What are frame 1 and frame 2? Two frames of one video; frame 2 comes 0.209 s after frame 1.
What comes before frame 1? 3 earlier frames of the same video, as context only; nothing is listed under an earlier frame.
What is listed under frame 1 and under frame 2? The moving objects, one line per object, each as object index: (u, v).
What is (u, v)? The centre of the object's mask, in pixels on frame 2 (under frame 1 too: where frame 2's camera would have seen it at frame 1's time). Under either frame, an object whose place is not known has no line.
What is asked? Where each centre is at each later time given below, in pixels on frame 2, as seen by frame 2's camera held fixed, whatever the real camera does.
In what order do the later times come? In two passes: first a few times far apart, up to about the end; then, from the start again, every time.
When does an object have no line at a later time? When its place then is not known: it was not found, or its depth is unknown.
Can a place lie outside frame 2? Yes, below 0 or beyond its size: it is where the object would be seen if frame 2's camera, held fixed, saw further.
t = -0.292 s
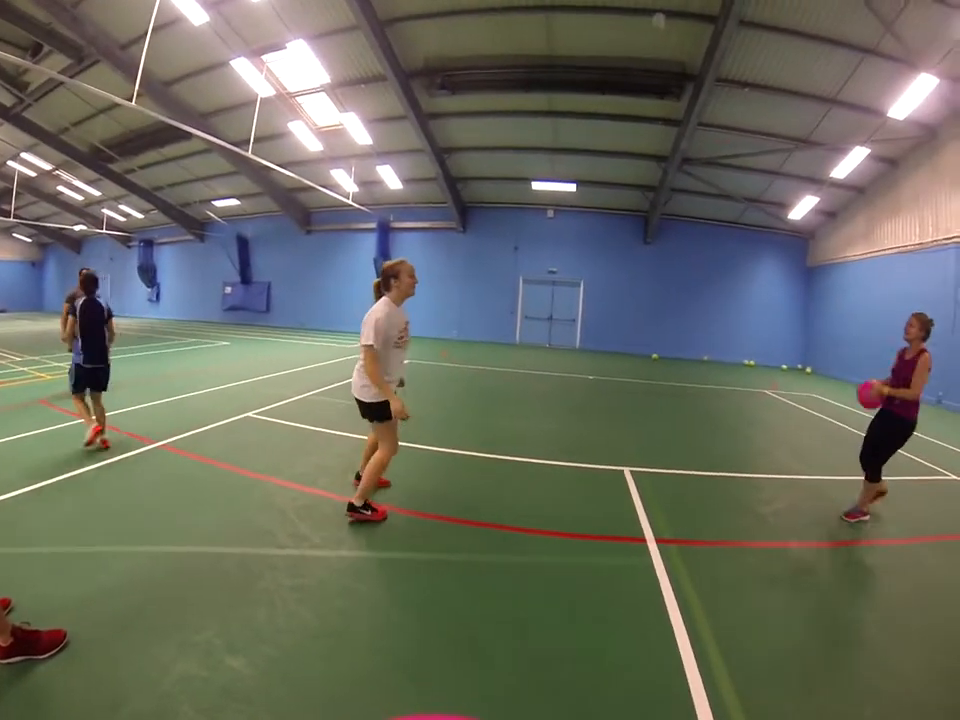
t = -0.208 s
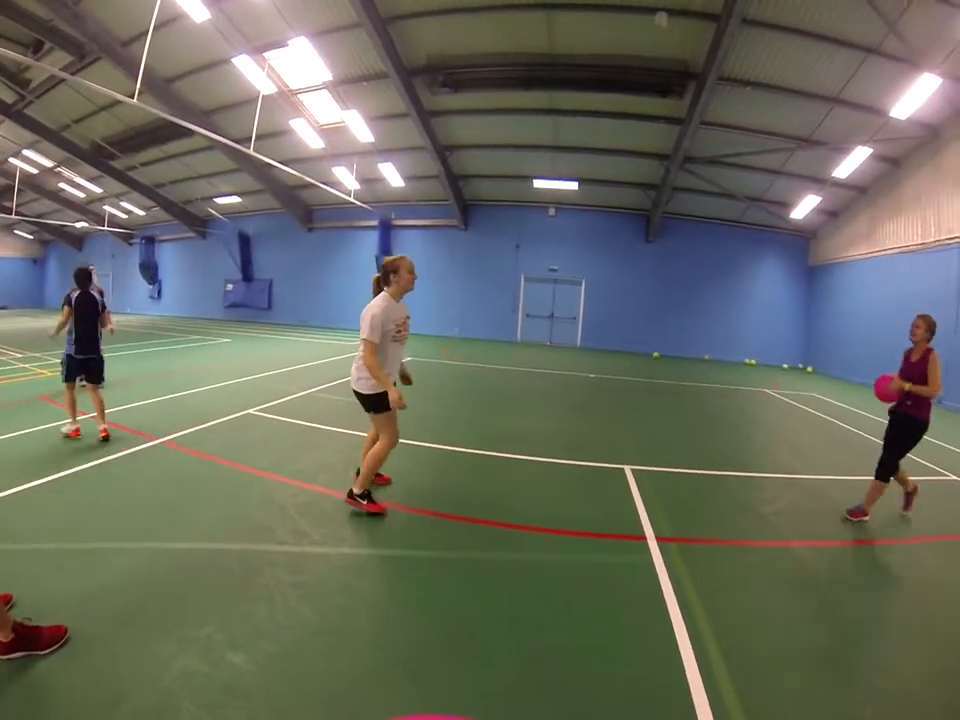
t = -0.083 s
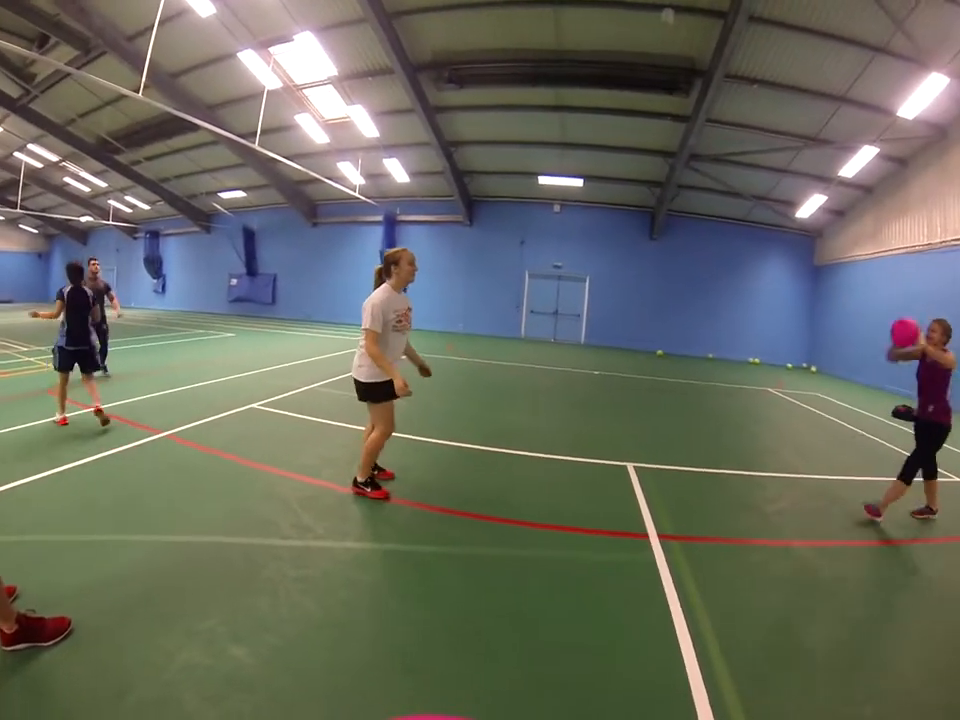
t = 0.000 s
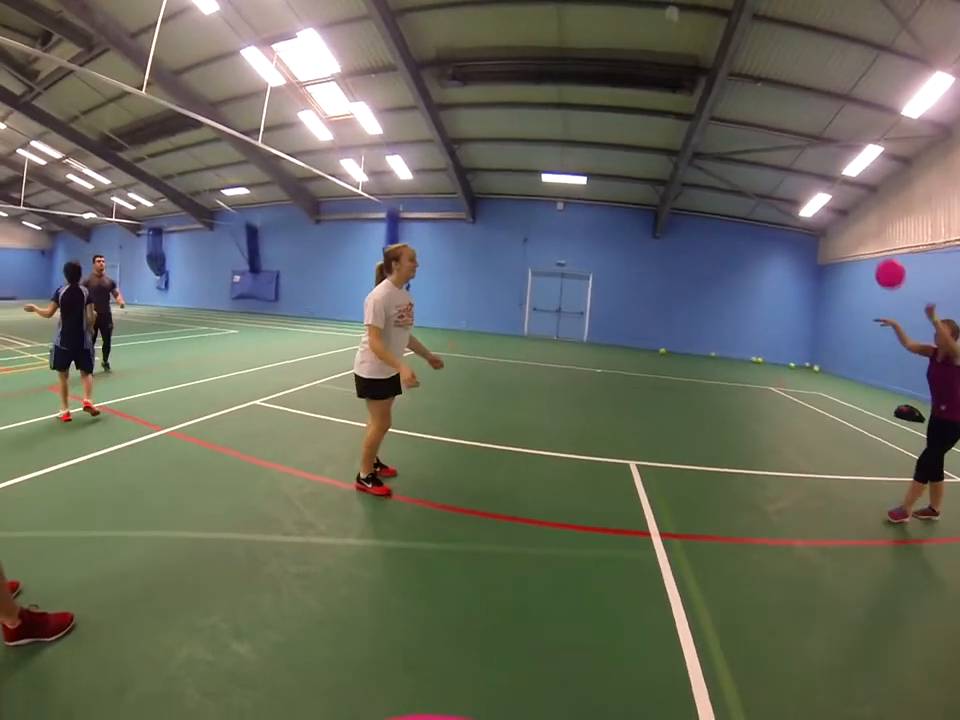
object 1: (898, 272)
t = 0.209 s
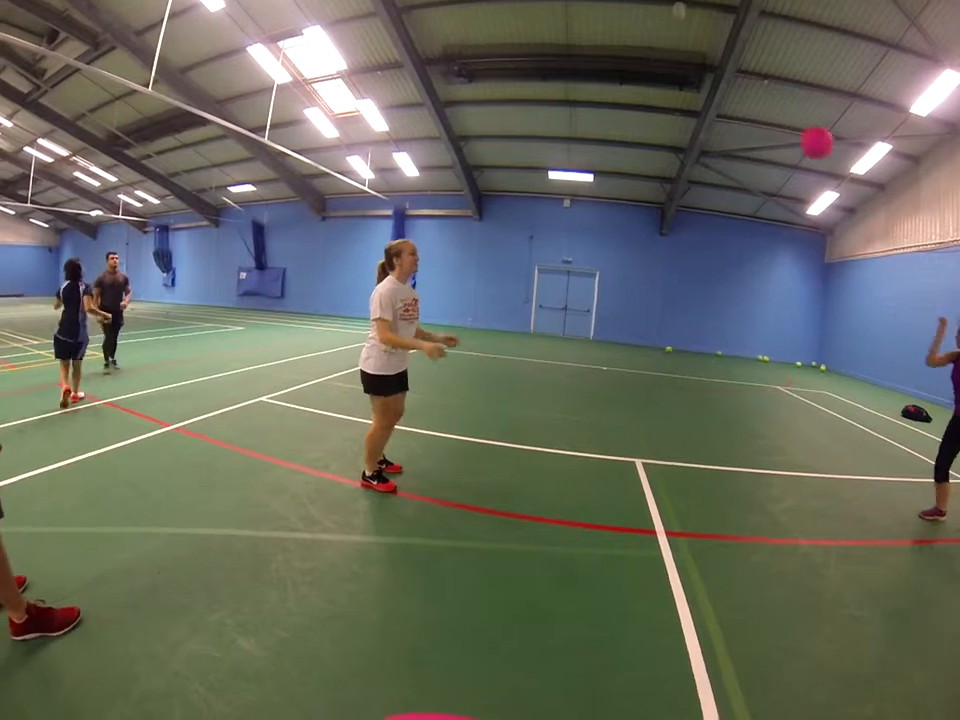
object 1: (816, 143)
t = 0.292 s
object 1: (777, 107)
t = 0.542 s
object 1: (649, 59)
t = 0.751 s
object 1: (532, 91)
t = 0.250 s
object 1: (797, 123)
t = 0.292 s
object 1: (777, 107)
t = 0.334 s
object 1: (756, 92)
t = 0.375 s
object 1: (736, 81)
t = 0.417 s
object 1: (715, 72)
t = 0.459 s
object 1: (693, 65)
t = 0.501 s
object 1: (671, 61)
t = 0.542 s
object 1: (649, 59)
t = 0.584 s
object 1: (626, 60)
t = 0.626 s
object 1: (604, 64)
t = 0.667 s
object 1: (580, 70)
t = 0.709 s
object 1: (557, 79)
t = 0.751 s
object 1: (532, 91)
